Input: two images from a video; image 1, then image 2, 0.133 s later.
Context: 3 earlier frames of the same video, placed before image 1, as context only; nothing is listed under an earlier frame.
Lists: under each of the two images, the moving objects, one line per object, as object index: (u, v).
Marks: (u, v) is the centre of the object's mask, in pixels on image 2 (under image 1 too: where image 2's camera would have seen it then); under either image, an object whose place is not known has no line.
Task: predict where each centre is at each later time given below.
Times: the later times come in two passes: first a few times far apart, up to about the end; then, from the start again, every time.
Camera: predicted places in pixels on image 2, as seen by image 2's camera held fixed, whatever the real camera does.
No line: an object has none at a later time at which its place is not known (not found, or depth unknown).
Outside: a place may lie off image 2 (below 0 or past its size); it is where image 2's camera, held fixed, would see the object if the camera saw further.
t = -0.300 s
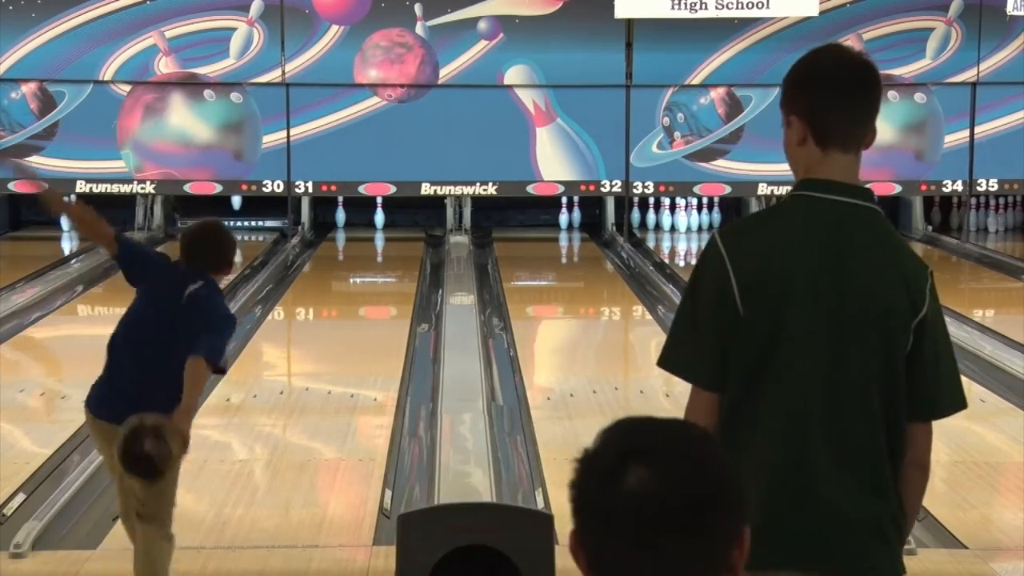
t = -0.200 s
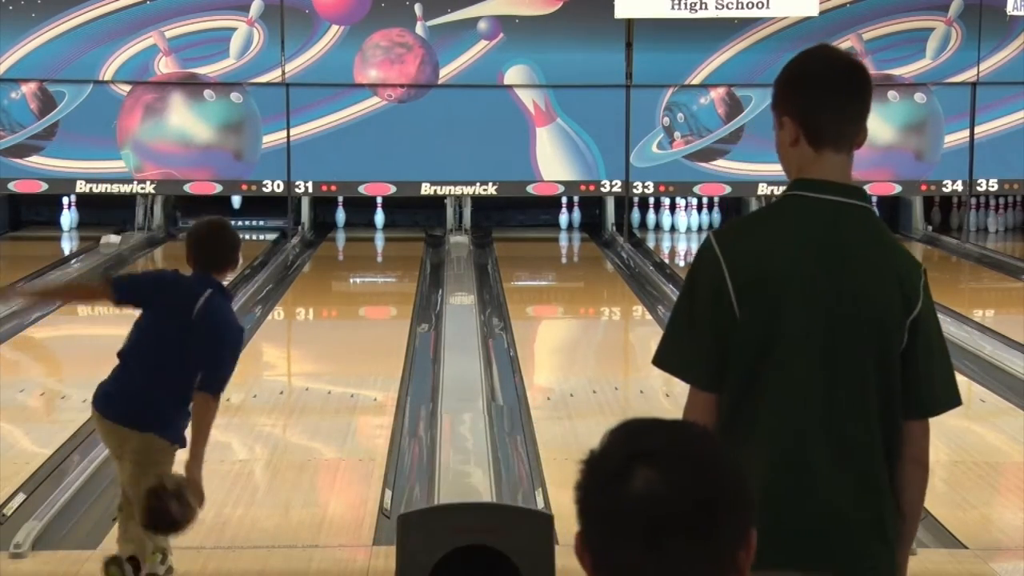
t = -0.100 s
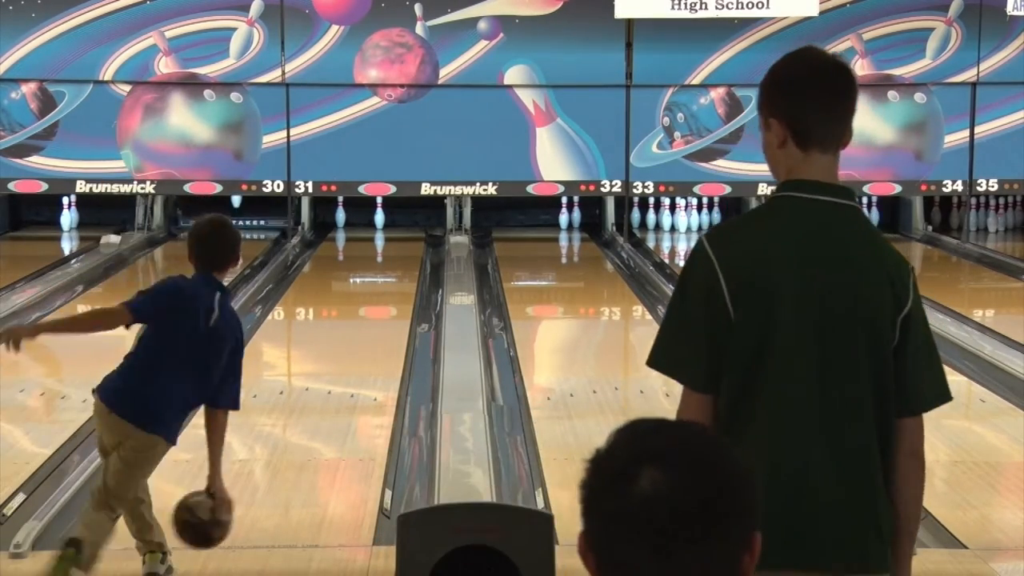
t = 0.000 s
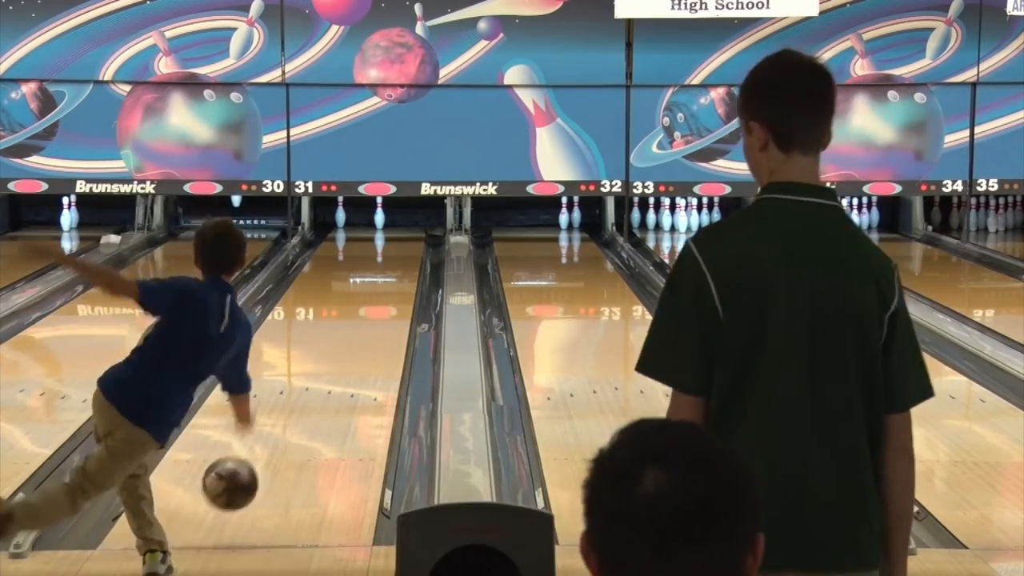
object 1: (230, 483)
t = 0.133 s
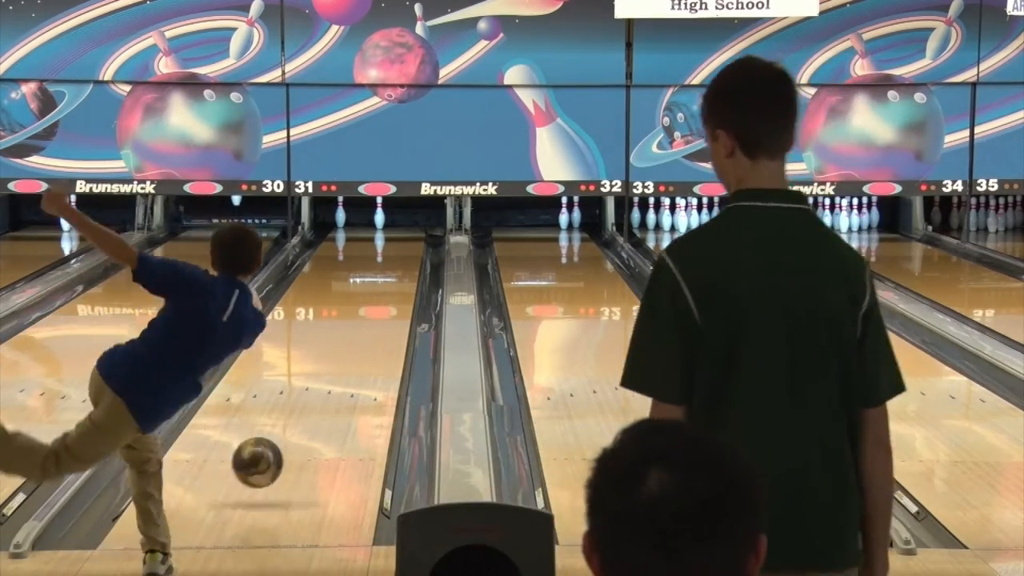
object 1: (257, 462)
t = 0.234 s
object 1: (275, 456)
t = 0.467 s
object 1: (308, 408)
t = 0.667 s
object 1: (331, 376)
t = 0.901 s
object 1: (351, 347)
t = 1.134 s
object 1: (367, 321)
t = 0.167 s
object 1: (264, 464)
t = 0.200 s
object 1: (269, 465)
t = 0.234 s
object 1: (275, 456)
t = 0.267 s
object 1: (281, 449)
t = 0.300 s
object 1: (286, 441)
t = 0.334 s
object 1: (291, 434)
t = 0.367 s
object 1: (295, 427)
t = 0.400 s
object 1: (300, 420)
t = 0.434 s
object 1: (304, 414)
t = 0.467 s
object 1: (308, 408)
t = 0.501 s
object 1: (312, 403)
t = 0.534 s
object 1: (316, 397)
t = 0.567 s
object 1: (320, 392)
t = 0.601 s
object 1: (323, 387)
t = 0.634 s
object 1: (327, 381)
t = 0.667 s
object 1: (331, 376)
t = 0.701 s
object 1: (334, 372)
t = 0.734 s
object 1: (337, 367)
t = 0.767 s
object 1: (340, 363)
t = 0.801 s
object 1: (343, 359)
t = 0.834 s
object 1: (346, 355)
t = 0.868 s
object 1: (349, 351)
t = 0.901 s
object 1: (351, 347)
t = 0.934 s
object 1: (354, 343)
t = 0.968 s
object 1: (356, 339)
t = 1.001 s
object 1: (359, 335)
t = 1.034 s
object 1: (361, 331)
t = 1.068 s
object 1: (363, 328)
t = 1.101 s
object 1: (365, 325)
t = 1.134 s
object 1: (367, 321)
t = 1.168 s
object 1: (369, 318)
